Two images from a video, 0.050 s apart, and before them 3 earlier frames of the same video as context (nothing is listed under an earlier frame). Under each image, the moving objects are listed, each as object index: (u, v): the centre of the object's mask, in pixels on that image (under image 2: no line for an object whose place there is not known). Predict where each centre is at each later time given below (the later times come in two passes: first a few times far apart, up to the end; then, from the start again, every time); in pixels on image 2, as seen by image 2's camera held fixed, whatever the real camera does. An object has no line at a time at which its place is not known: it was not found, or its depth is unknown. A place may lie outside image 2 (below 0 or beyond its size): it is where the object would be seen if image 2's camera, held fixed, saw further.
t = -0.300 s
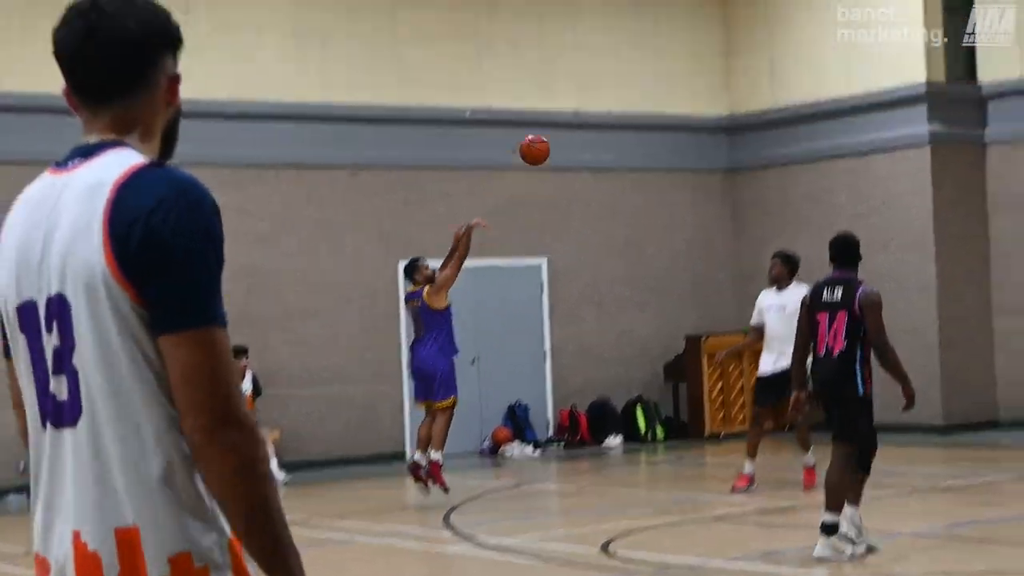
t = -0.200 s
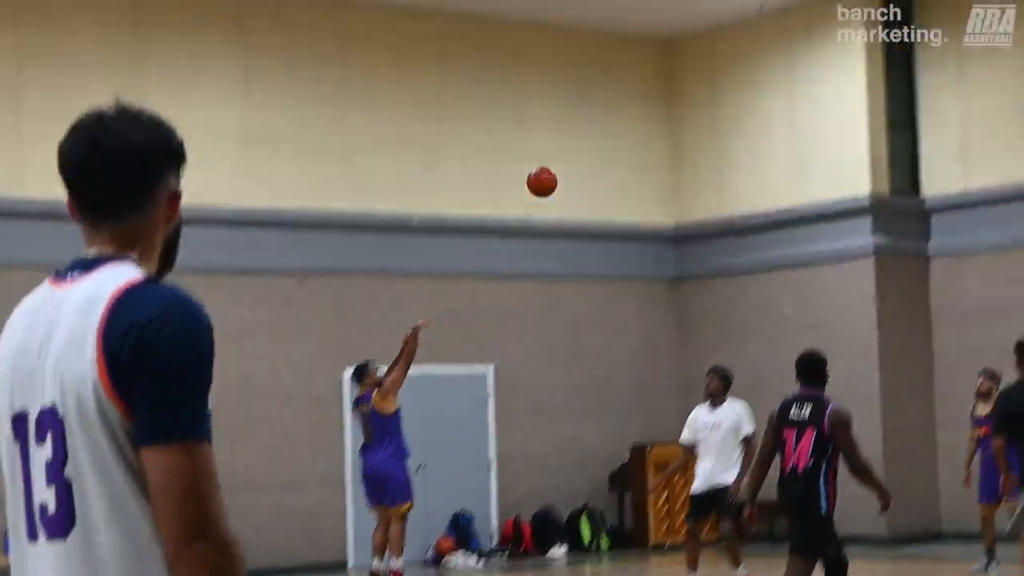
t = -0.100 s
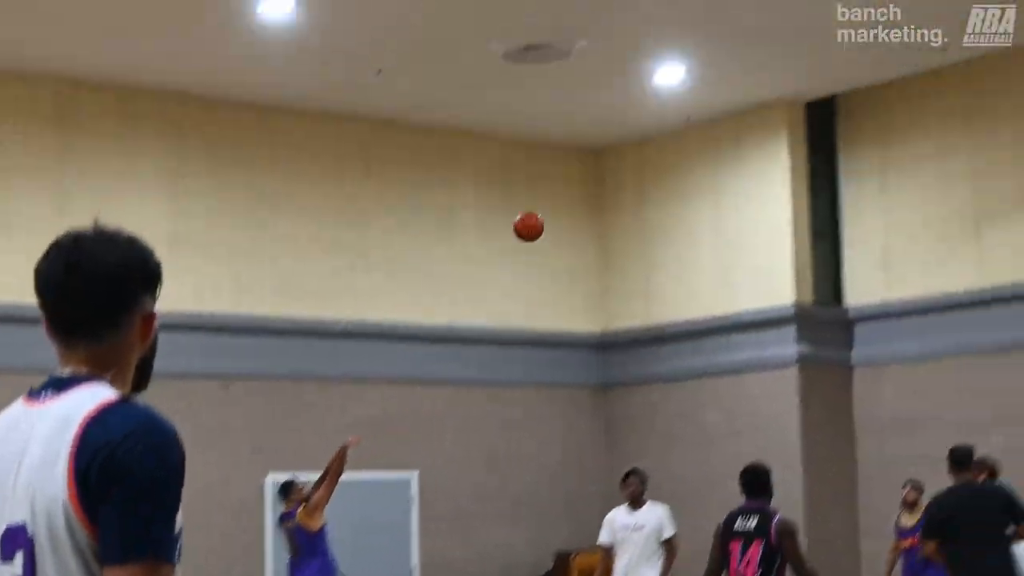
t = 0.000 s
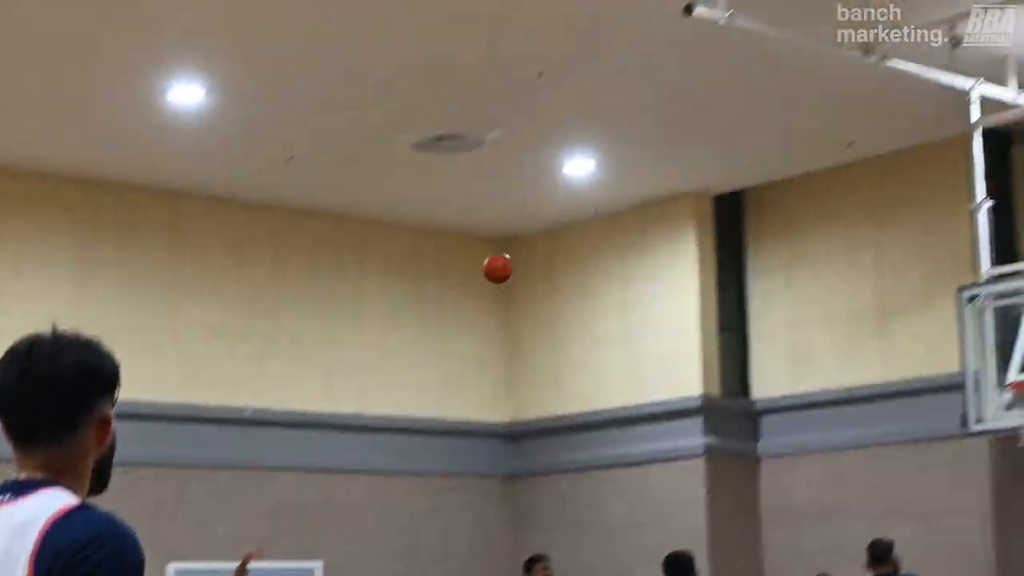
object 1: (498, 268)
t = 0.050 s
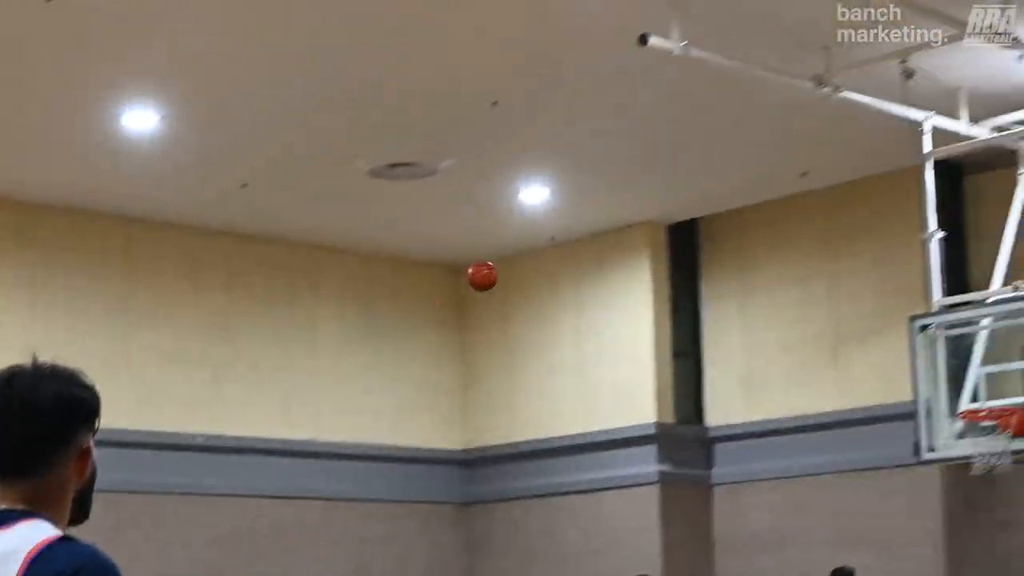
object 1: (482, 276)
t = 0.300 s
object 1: (628, 229)
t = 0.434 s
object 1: (707, 234)
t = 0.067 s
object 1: (492, 271)
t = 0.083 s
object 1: (502, 266)
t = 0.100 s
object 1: (511, 261)
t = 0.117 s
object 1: (521, 257)
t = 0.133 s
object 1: (531, 252)
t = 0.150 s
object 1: (540, 249)
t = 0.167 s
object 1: (550, 245)
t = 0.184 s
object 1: (560, 242)
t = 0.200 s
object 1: (569, 239)
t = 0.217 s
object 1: (579, 237)
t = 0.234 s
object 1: (589, 235)
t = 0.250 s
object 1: (599, 233)
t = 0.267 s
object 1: (608, 231)
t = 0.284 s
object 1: (618, 230)
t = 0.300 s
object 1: (628, 229)
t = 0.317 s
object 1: (637, 229)
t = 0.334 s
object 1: (647, 228)
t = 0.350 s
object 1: (657, 228)
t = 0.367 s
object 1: (667, 229)
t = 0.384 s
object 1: (677, 230)
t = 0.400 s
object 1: (687, 231)
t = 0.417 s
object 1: (697, 232)
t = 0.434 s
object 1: (707, 234)
